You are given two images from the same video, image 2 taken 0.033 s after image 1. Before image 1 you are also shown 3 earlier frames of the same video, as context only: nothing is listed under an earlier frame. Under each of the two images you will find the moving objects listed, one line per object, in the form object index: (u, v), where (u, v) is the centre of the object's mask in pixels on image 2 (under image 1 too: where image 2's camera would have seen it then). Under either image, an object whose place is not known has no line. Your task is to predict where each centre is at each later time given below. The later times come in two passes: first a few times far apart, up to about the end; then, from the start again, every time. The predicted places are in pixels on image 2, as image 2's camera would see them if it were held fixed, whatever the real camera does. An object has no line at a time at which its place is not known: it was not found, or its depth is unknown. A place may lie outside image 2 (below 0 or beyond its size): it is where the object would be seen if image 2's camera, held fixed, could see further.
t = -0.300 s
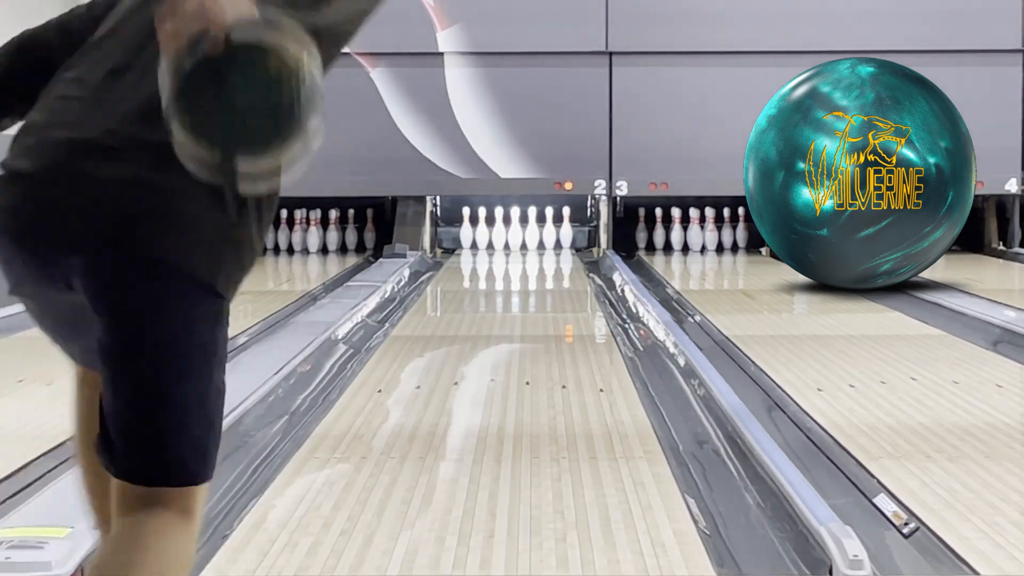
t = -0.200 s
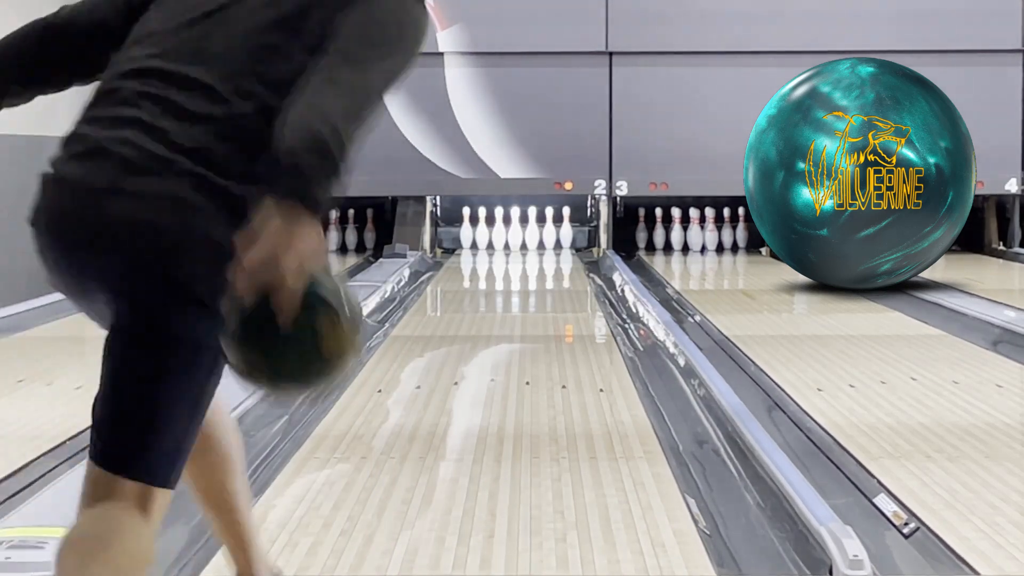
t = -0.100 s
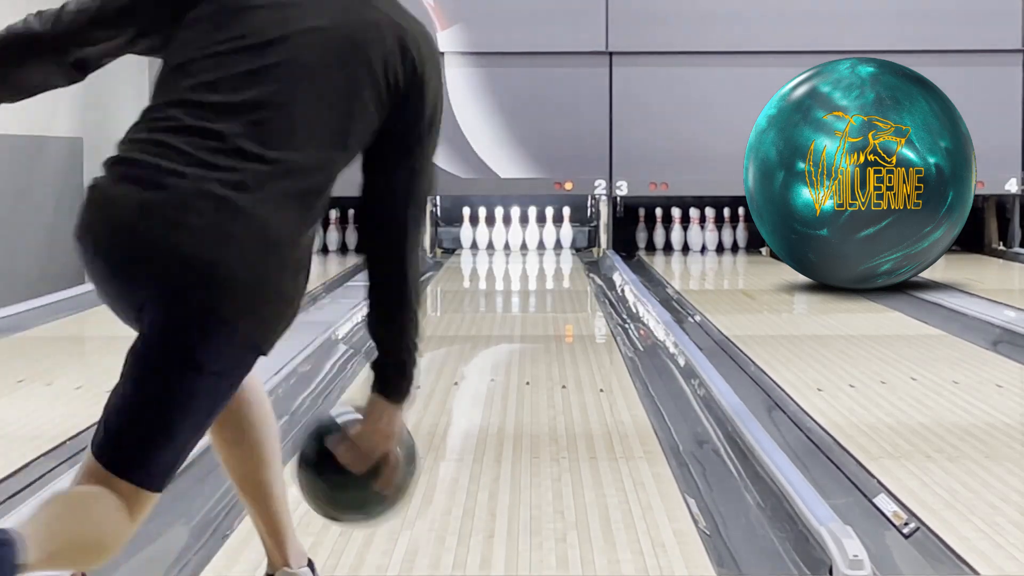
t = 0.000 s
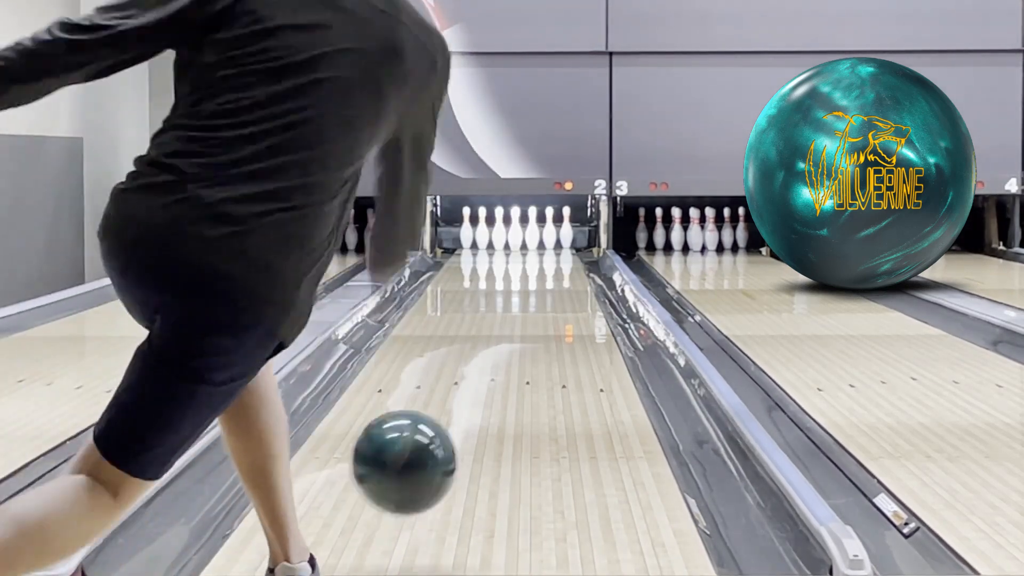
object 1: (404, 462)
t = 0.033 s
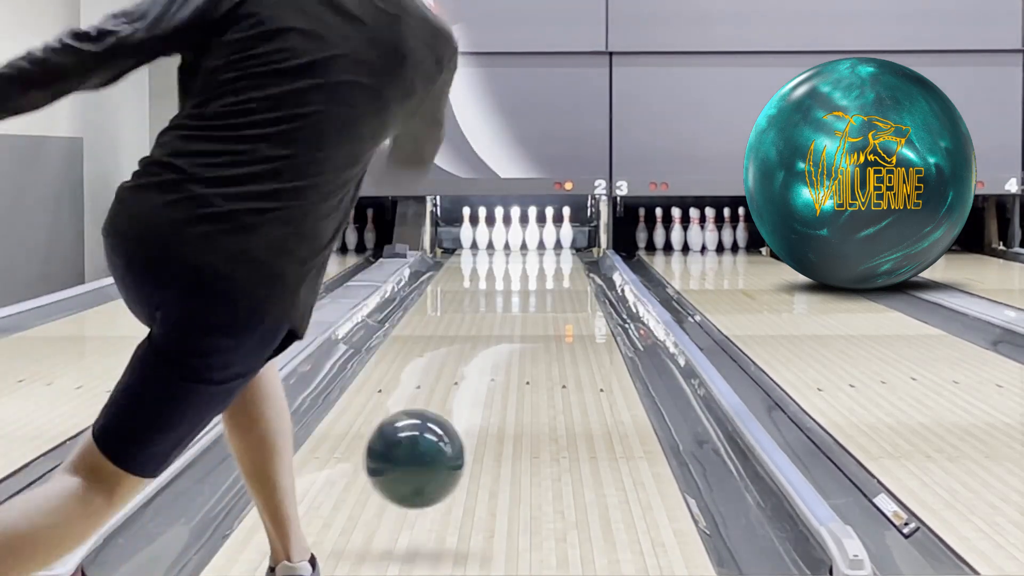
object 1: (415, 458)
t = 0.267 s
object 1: (468, 417)
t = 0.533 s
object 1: (502, 359)
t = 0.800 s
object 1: (522, 321)
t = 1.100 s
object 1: (536, 294)
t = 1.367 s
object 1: (543, 277)
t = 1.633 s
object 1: (546, 263)
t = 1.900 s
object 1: (545, 252)
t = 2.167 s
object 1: (536, 244)
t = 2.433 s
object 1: (532, 238)
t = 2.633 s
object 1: (537, 237)
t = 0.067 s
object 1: (425, 460)
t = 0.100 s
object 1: (434, 466)
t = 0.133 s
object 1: (442, 459)
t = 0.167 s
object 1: (450, 447)
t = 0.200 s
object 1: (456, 438)
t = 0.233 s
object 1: (462, 427)
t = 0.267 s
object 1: (468, 417)
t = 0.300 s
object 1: (474, 408)
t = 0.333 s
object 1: (479, 400)
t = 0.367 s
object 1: (484, 392)
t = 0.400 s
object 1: (488, 385)
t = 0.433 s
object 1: (492, 378)
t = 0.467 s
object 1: (496, 371)
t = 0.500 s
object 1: (499, 365)
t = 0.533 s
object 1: (502, 359)
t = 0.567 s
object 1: (505, 353)
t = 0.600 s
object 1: (508, 348)
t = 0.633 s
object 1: (511, 343)
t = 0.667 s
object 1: (513, 338)
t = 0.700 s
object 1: (516, 333)
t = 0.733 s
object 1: (518, 329)
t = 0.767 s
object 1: (520, 325)
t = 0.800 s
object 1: (522, 321)
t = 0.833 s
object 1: (524, 318)
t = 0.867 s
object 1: (526, 314)
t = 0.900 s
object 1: (528, 311)
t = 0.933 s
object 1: (529, 308)
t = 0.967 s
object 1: (530, 305)
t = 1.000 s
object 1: (532, 302)
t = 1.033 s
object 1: (533, 300)
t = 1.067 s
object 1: (535, 297)
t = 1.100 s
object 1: (536, 294)
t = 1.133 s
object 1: (537, 292)
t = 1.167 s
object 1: (538, 290)
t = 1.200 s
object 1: (539, 287)
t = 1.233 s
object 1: (540, 285)
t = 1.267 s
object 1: (540, 283)
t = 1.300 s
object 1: (541, 281)
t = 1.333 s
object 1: (542, 279)
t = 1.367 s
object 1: (543, 277)
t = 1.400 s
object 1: (544, 275)
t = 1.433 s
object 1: (544, 273)
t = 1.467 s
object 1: (544, 271)
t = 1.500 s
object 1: (545, 269)
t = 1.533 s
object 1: (545, 268)
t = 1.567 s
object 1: (546, 266)
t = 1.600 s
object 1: (546, 264)
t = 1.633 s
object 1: (546, 263)
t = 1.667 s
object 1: (547, 262)
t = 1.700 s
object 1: (547, 260)
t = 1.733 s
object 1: (547, 258)
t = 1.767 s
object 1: (547, 257)
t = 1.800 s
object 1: (546, 256)
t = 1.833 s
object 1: (547, 254)
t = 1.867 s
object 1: (546, 253)
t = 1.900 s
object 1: (545, 252)
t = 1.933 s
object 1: (544, 251)
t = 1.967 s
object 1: (543, 250)
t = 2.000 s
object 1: (543, 249)
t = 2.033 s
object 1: (542, 248)
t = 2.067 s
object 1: (540, 247)
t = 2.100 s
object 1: (539, 246)
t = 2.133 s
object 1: (538, 245)
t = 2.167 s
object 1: (536, 244)
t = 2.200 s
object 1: (534, 243)
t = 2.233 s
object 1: (533, 242)
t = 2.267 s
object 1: (530, 241)
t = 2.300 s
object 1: (528, 241)
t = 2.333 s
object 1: (529, 240)
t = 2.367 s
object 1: (530, 239)
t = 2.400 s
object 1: (531, 238)
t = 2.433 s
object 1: (532, 238)
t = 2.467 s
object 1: (533, 237)
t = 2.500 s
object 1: (533, 237)
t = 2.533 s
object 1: (534, 236)
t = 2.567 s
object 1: (536, 236)
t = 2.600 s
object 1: (537, 237)
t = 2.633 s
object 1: (537, 237)
